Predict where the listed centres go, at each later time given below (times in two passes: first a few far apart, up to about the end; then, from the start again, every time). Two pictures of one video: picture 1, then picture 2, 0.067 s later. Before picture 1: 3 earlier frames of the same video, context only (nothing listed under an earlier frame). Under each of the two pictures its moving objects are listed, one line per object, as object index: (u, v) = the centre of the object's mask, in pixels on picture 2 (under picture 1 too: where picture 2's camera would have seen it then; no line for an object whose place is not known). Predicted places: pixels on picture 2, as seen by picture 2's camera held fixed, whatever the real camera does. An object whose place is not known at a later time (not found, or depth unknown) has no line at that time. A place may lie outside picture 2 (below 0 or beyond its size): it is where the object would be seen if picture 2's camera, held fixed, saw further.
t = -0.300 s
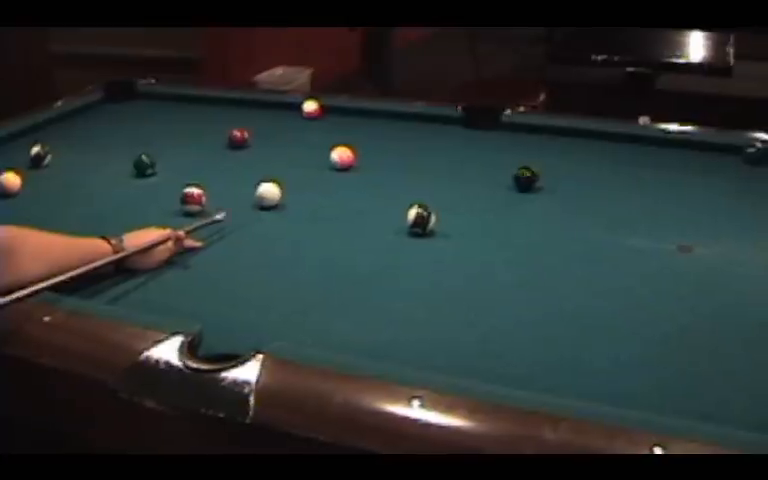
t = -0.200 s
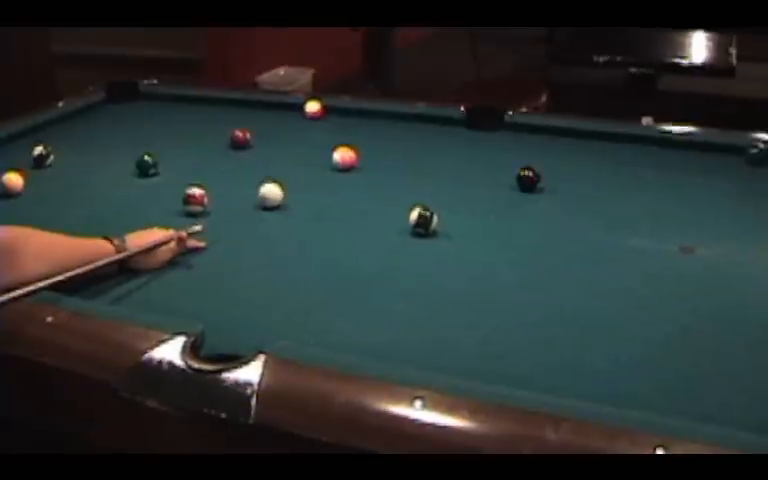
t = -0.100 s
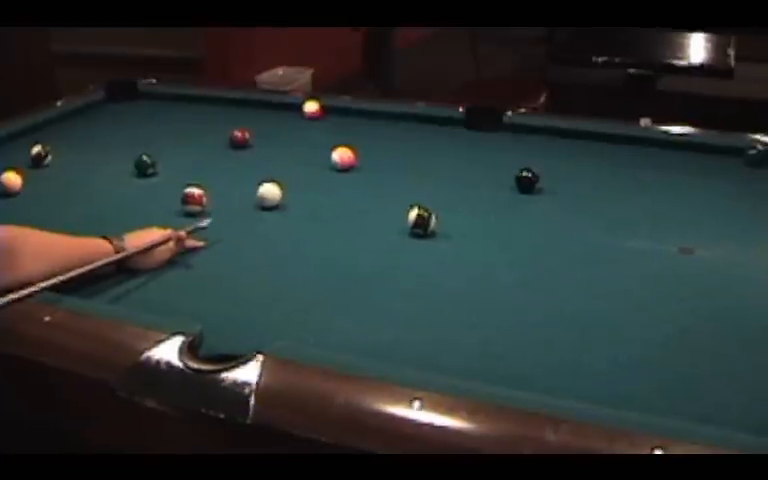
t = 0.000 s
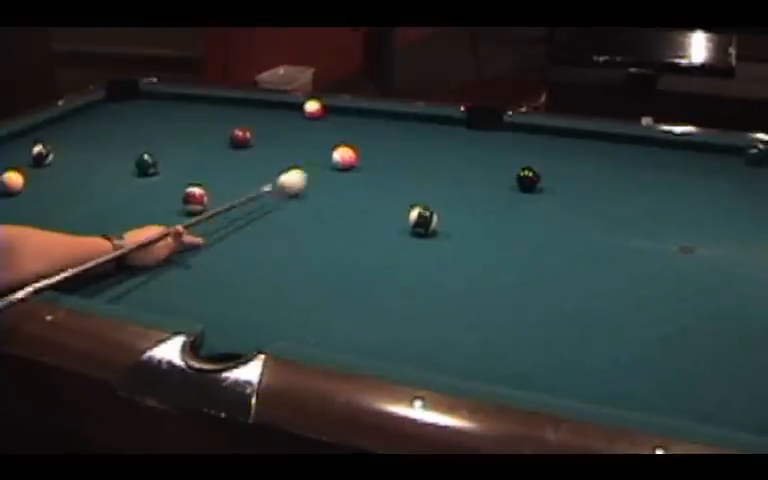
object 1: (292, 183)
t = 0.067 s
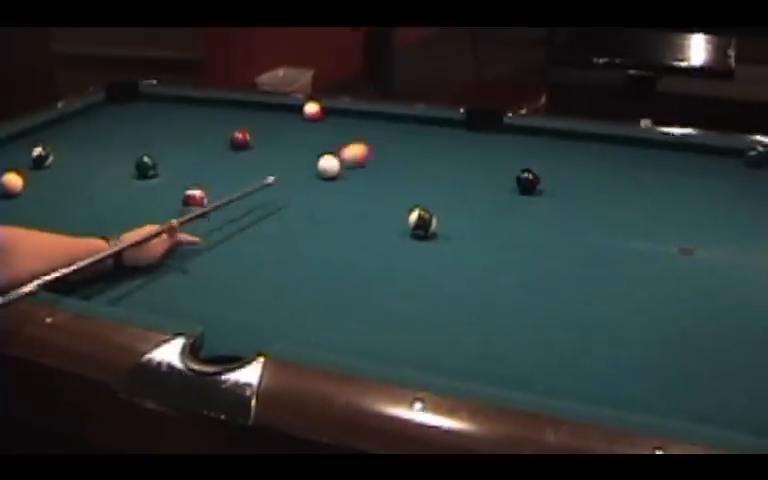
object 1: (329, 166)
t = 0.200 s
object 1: (328, 162)
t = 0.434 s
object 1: (332, 155)
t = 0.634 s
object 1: (335, 148)
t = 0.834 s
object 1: (337, 143)
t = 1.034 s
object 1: (339, 138)
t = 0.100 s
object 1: (328, 165)
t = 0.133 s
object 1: (328, 164)
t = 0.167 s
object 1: (328, 163)
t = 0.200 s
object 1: (328, 162)
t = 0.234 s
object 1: (329, 161)
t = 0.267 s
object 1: (329, 160)
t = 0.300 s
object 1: (330, 159)
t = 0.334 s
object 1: (330, 158)
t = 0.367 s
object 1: (330, 157)
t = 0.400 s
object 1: (331, 156)
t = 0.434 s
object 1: (332, 155)
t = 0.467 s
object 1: (332, 154)
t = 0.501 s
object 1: (333, 152)
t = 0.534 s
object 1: (333, 151)
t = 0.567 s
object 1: (334, 151)
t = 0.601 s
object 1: (335, 149)
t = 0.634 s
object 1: (335, 148)
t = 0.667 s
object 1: (336, 147)
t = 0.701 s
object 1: (336, 146)
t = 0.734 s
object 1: (337, 146)
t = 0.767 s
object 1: (337, 145)
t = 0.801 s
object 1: (337, 144)
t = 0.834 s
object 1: (337, 143)
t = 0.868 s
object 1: (338, 142)
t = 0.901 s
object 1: (338, 141)
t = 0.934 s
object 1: (339, 140)
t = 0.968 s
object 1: (339, 140)
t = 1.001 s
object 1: (339, 139)
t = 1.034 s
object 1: (339, 138)
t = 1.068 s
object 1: (340, 138)
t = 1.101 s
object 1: (341, 137)
